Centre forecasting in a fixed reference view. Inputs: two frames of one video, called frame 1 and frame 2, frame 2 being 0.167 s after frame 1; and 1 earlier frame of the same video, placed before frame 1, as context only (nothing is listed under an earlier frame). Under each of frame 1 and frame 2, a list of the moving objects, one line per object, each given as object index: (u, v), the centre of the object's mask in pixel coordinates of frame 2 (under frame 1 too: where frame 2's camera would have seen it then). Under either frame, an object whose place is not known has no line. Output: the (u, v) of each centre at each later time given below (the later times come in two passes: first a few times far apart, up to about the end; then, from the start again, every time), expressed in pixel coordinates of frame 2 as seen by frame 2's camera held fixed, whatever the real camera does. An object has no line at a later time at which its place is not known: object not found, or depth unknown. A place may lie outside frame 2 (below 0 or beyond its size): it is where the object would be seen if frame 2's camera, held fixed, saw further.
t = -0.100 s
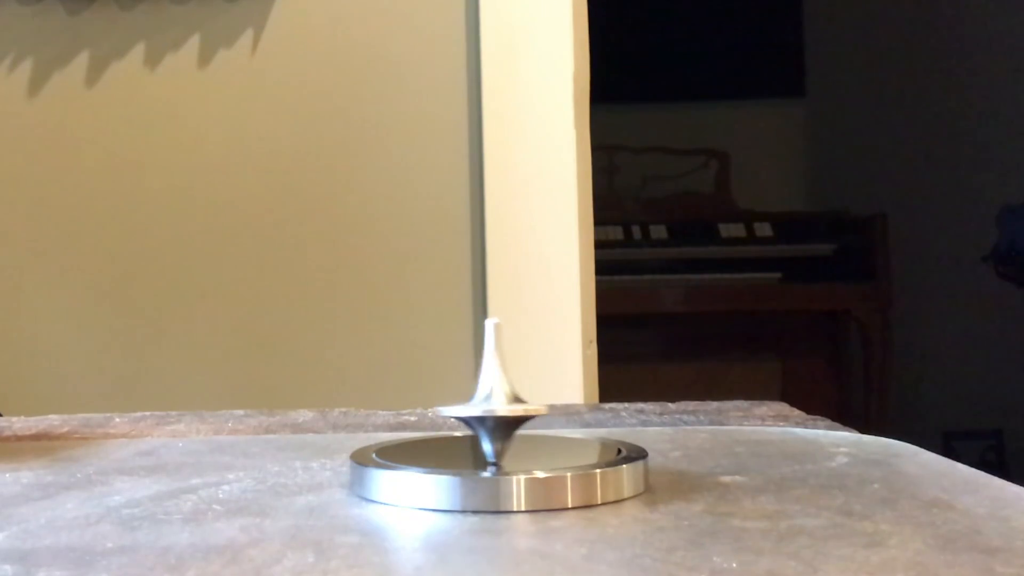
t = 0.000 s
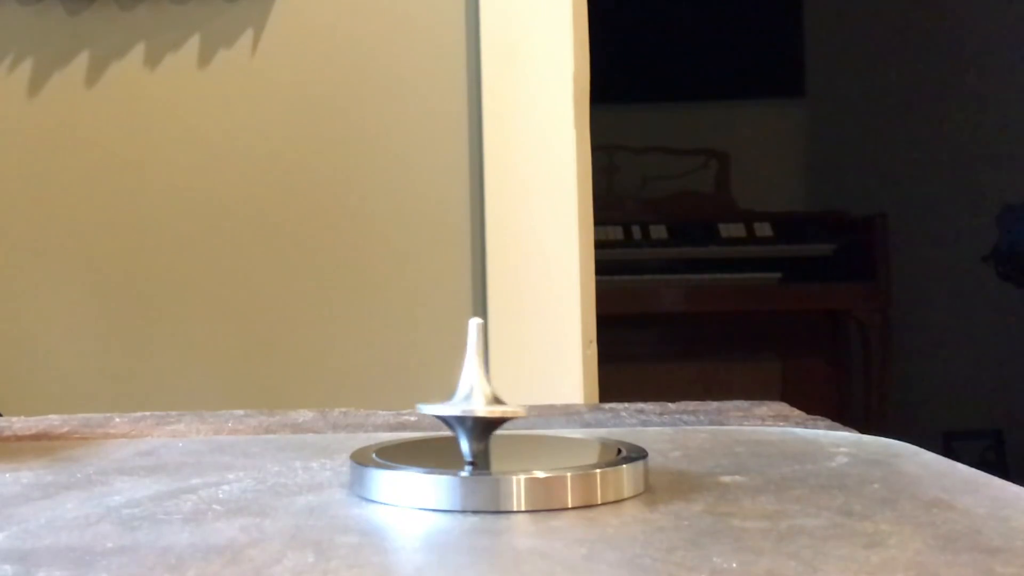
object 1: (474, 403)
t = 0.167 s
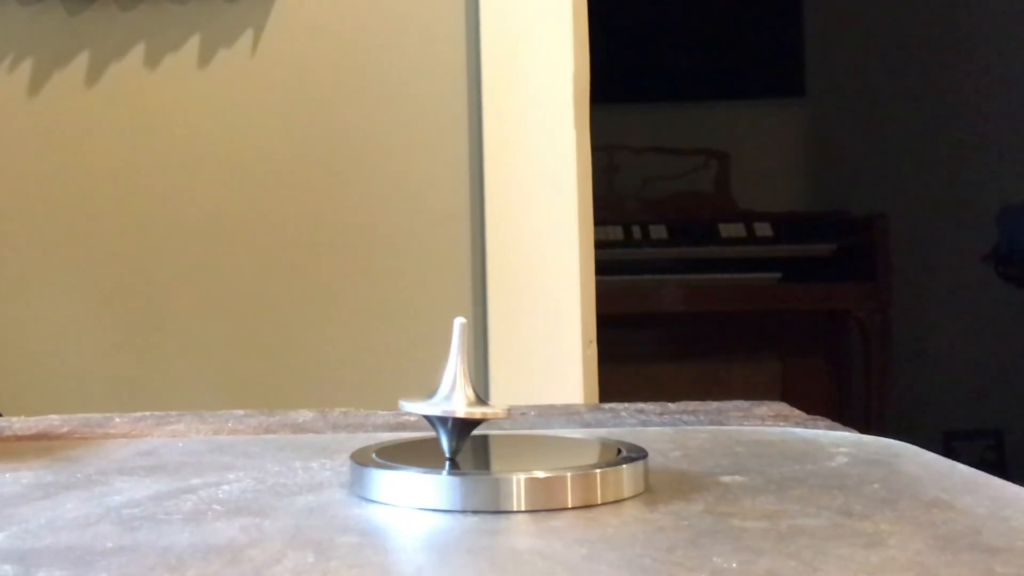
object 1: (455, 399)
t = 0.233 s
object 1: (454, 398)
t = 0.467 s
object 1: (485, 395)
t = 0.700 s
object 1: (527, 396)
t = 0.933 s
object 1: (532, 399)
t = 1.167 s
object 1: (493, 402)
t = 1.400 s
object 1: (462, 399)
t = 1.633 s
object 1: (478, 399)
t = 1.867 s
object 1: (517, 395)
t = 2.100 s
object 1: (531, 399)
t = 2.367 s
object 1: (494, 401)
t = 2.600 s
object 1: (462, 399)
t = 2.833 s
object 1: (475, 400)
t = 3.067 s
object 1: (513, 396)
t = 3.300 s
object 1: (530, 399)
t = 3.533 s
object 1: (503, 401)
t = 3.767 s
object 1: (470, 401)
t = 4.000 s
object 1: (473, 396)
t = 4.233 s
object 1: (508, 395)
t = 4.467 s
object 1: (528, 397)
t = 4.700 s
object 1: (508, 401)
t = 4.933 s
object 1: (473, 401)
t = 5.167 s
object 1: (468, 397)
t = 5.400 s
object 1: (498, 395)
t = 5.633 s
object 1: (524, 397)
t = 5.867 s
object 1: (515, 400)
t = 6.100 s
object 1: (483, 401)
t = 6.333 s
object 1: (472, 398)
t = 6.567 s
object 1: (496, 396)
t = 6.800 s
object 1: (522, 398)
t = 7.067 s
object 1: (513, 400)
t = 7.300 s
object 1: (483, 400)
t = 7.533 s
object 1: (474, 398)
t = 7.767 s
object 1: (496, 397)
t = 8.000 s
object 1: (518, 397)
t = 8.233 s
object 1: (511, 400)
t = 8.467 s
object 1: (471, 403)
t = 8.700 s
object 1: (456, 400)
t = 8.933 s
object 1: (471, 397)
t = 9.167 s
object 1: (495, 395)
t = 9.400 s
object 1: (504, 391)
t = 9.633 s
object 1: (509, 395)
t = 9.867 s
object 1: (507, 400)
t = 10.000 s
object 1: (499, 400)
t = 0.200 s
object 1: (454, 399)
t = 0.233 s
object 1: (454, 398)
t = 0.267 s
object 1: (456, 397)
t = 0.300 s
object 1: (459, 397)
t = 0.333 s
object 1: (462, 396)
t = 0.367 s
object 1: (467, 395)
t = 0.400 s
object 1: (473, 400)
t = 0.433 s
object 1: (479, 395)
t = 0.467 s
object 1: (485, 395)
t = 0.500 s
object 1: (491, 395)
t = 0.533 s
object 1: (499, 394)
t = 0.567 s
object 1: (505, 395)
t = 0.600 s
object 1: (512, 395)
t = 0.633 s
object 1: (518, 395)
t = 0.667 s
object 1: (523, 395)
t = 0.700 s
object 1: (527, 396)
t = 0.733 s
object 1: (531, 397)
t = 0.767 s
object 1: (534, 397)
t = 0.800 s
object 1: (536, 398)
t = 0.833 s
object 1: (537, 398)
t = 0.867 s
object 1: (536, 399)
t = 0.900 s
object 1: (535, 400)
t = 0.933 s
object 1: (532, 399)
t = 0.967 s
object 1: (528, 401)
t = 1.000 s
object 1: (524, 402)
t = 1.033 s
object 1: (518, 401)
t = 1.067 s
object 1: (512, 401)
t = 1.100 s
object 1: (506, 402)
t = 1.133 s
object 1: (499, 401)
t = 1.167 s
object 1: (493, 402)
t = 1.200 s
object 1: (486, 402)
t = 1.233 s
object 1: (480, 403)
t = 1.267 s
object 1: (475, 402)
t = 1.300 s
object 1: (471, 404)
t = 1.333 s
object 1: (467, 400)
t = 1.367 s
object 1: (464, 399)
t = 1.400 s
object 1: (462, 399)
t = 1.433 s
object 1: (461, 398)
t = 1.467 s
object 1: (461, 398)
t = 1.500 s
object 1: (463, 397)
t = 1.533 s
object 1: (465, 397)
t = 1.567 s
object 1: (469, 395)
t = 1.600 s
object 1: (473, 395)
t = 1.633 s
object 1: (478, 399)
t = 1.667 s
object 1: (483, 395)
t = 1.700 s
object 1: (489, 395)
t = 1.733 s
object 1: (495, 395)
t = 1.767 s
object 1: (501, 394)
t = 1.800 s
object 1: (507, 394)
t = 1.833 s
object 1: (512, 394)
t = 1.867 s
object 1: (517, 395)
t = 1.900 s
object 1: (522, 396)
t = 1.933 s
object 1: (526, 396)
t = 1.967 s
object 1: (529, 396)
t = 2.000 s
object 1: (531, 397)
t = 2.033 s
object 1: (532, 398)
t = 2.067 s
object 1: (533, 398)
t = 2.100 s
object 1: (531, 399)
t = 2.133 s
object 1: (529, 399)
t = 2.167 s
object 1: (526, 400)
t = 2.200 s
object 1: (522, 399)
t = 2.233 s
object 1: (518, 400)
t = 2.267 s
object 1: (512, 401)
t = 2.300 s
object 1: (506, 401)
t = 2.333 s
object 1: (500, 401)
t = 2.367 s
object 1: (494, 401)
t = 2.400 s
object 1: (488, 402)
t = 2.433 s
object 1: (482, 402)
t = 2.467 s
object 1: (476, 402)
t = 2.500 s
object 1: (473, 403)
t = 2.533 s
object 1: (469, 405)
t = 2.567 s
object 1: (464, 400)
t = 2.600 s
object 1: (462, 399)
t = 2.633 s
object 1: (461, 399)
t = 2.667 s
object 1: (461, 399)
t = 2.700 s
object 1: (462, 398)
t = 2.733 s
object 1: (463, 398)
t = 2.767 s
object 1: (466, 397)
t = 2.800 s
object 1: (470, 396)
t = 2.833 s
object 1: (475, 400)
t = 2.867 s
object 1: (479, 396)
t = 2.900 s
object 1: (484, 396)
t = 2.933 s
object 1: (490, 395)
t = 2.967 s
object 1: (496, 395)
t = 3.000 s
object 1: (502, 395)
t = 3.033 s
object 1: (508, 395)
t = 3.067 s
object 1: (513, 396)
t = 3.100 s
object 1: (518, 396)
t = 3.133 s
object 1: (522, 396)
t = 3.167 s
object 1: (525, 397)
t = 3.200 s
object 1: (528, 397)
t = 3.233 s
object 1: (529, 398)
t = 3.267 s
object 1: (530, 398)
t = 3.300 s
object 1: (530, 399)
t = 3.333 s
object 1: (528, 399)
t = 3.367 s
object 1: (526, 400)
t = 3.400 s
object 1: (523, 400)
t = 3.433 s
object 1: (518, 400)
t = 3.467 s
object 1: (514, 402)
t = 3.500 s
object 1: (509, 402)
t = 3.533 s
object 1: (503, 401)
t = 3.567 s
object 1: (497, 402)
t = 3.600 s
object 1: (492, 402)
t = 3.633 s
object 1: (486, 402)
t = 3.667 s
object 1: (481, 402)
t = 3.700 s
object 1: (477, 402)
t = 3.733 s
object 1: (474, 403)
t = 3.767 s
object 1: (470, 401)
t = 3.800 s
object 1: (468, 399)
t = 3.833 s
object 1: (467, 399)
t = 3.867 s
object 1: (466, 399)
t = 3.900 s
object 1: (467, 398)
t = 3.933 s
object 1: (468, 397)
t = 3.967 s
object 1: (470, 397)
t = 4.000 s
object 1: (473, 396)
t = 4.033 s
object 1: (477, 396)
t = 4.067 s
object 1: (482, 396)
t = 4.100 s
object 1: (487, 396)
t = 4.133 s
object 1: (492, 395)
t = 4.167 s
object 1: (497, 395)
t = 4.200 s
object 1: (502, 395)
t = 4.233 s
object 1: (508, 395)
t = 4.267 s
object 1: (512, 395)
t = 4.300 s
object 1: (517, 396)
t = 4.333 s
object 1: (521, 396)
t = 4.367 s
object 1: (524, 396)
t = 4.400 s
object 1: (526, 397)
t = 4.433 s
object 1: (527, 397)
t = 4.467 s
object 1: (528, 397)
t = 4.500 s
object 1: (528, 398)
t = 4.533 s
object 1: (527, 399)
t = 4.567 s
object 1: (525, 399)
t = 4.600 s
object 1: (522, 399)
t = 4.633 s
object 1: (518, 400)
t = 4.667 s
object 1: (514, 400)
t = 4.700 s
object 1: (508, 401)
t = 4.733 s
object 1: (503, 401)
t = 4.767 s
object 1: (497, 401)
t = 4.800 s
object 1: (492, 401)
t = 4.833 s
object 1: (486, 401)
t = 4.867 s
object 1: (481, 402)
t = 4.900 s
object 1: (477, 402)
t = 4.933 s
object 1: (473, 401)
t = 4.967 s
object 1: (469, 400)
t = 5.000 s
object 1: (467, 399)
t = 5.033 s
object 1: (465, 399)
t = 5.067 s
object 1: (465, 399)
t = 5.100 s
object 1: (465, 398)
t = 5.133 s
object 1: (466, 398)
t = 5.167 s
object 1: (468, 397)
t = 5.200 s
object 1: (471, 396)
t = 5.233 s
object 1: (474, 396)
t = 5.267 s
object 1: (478, 396)
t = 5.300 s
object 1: (483, 396)
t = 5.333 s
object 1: (488, 396)
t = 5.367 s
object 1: (492, 396)
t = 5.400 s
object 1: (498, 395)
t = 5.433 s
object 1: (503, 394)
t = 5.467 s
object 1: (508, 395)
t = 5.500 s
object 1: (512, 396)
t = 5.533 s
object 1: (516, 396)
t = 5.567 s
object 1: (520, 397)
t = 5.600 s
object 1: (523, 397)
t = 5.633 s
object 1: (524, 397)
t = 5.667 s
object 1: (526, 398)
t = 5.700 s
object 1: (526, 398)
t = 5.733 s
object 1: (525, 399)
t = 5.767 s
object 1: (524, 399)
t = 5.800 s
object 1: (522, 399)
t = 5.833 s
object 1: (518, 400)
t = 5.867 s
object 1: (515, 400)
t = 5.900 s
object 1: (511, 400)
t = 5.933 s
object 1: (506, 401)
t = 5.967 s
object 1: (501, 401)
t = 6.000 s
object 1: (497, 401)
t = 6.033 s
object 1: (492, 401)
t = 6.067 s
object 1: (487, 401)
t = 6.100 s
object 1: (483, 401)
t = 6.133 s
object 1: (480, 401)
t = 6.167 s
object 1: (477, 400)
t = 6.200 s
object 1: (474, 399)
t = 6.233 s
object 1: (473, 399)
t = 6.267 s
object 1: (472, 399)
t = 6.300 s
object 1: (472, 398)
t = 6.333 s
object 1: (472, 398)
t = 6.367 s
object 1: (474, 397)
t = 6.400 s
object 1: (476, 397)
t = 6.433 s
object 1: (479, 397)
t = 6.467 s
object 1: (483, 397)
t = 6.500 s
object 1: (487, 397)
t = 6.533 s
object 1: (491, 396)
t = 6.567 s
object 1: (496, 396)
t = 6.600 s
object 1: (500, 395)
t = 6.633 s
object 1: (505, 396)
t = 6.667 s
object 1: (510, 396)
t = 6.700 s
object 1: (513, 396)
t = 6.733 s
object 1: (517, 396)
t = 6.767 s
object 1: (520, 397)
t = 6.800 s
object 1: (522, 398)
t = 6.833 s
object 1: (523, 398)
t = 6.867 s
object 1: (524, 398)
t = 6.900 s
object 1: (524, 398)
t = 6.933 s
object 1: (523, 399)
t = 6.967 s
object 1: (521, 399)
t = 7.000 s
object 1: (519, 399)
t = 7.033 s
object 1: (516, 400)
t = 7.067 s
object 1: (513, 400)
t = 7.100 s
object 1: (509, 400)
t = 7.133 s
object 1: (505, 399)
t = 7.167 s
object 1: (500, 400)
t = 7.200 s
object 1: (496, 401)
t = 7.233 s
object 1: (491, 401)
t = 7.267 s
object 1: (487, 401)
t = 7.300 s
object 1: (483, 400)
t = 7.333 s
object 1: (480, 400)
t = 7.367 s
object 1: (477, 400)
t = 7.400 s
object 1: (475, 399)
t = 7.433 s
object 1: (474, 399)
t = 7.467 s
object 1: (473, 399)
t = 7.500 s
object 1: (473, 399)
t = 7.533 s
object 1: (474, 398)
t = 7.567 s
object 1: (476, 398)
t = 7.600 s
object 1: (478, 398)
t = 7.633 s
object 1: (480, 397)
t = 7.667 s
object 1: (484, 397)
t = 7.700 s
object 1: (488, 396)
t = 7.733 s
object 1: (491, 397)
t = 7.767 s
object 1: (496, 397)
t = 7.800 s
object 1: (500, 396)
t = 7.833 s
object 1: (504, 396)
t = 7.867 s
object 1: (508, 396)
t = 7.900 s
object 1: (511, 397)
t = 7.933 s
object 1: (514, 397)
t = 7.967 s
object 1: (516, 397)
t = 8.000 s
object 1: (518, 397)
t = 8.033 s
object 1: (519, 398)
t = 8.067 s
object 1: (520, 398)
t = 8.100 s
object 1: (519, 399)
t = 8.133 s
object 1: (518, 399)
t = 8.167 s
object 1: (516, 400)
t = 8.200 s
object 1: (514, 399)
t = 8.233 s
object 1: (511, 400)
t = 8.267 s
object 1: (507, 400)
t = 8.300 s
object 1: (501, 400)
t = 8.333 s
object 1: (495, 400)
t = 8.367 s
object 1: (489, 400)
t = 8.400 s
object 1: (483, 401)
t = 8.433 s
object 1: (477, 402)
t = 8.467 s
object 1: (471, 403)
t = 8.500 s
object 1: (466, 404)
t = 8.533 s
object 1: (461, 399)
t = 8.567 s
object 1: (459, 399)
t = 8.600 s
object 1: (458, 400)
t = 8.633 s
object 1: (457, 399)
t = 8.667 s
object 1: (456, 400)
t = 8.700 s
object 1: (456, 400)
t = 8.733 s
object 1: (456, 399)
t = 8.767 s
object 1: (457, 399)
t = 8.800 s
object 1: (458, 399)
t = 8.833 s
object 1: (461, 398)
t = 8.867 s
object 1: (464, 399)
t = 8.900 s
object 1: (467, 398)
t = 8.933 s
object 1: (471, 397)
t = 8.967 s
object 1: (475, 397)
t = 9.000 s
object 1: (479, 397)
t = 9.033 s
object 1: (482, 398)
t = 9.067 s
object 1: (486, 397)
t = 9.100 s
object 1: (489, 396)
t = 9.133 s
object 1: (492, 395)
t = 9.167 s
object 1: (495, 395)
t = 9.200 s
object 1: (498, 394)
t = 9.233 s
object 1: (500, 392)
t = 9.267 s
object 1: (501, 391)
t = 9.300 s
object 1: (502, 391)
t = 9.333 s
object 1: (503, 392)
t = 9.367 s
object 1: (504, 392)
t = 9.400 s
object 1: (504, 391)
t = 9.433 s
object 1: (504, 391)
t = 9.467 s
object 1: (505, 392)
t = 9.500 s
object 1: (505, 392)
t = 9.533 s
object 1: (506, 393)
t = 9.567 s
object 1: (507, 394)
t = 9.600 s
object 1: (508, 394)
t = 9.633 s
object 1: (509, 395)
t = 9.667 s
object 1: (509, 396)
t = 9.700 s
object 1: (510, 396)
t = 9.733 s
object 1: (510, 397)
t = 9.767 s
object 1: (509, 397)
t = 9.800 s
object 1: (509, 398)
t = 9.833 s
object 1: (508, 399)
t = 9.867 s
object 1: (507, 400)
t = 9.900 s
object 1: (505, 399)
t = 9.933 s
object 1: (503, 400)
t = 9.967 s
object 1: (501, 400)
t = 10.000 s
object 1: (499, 400)
